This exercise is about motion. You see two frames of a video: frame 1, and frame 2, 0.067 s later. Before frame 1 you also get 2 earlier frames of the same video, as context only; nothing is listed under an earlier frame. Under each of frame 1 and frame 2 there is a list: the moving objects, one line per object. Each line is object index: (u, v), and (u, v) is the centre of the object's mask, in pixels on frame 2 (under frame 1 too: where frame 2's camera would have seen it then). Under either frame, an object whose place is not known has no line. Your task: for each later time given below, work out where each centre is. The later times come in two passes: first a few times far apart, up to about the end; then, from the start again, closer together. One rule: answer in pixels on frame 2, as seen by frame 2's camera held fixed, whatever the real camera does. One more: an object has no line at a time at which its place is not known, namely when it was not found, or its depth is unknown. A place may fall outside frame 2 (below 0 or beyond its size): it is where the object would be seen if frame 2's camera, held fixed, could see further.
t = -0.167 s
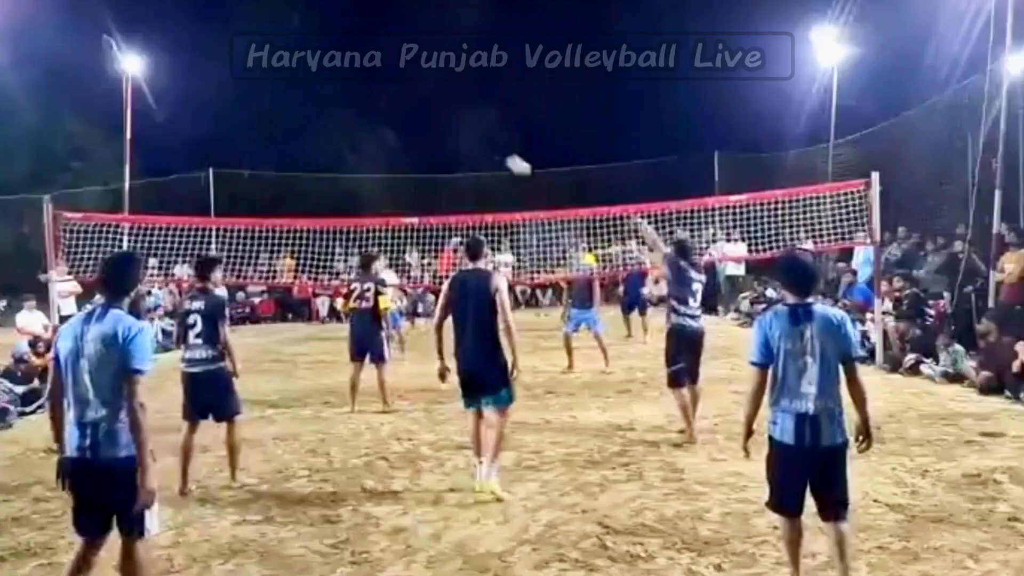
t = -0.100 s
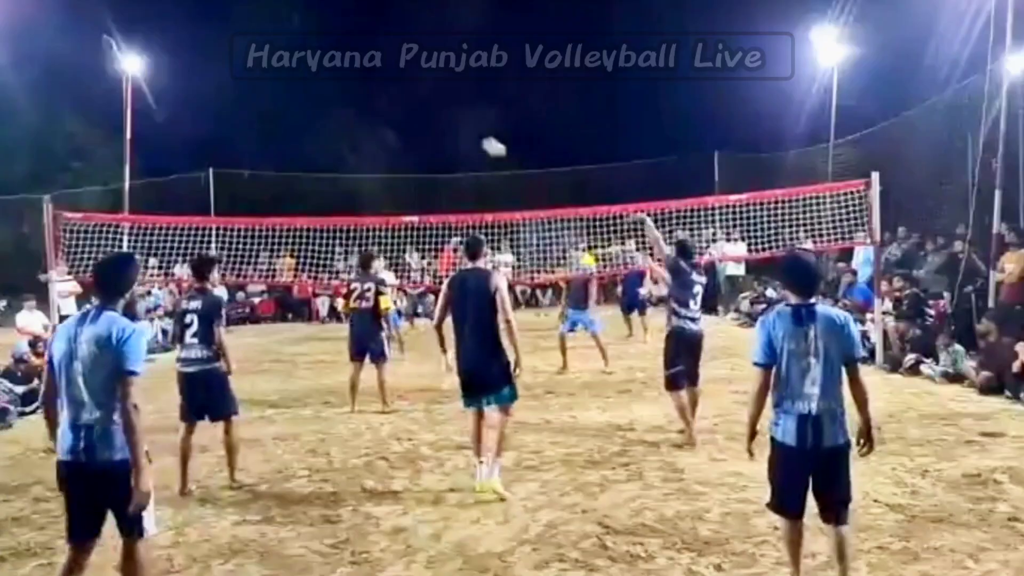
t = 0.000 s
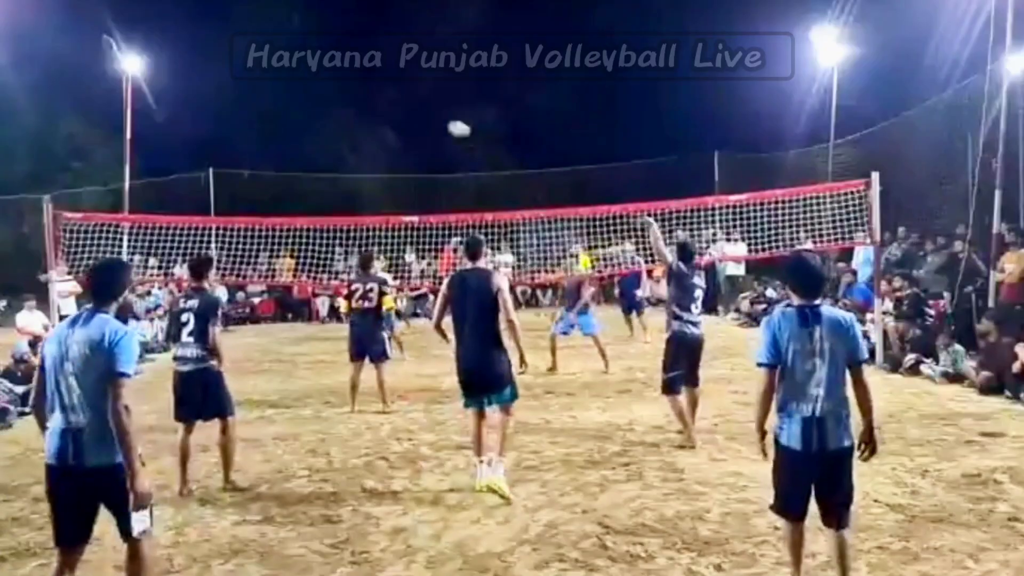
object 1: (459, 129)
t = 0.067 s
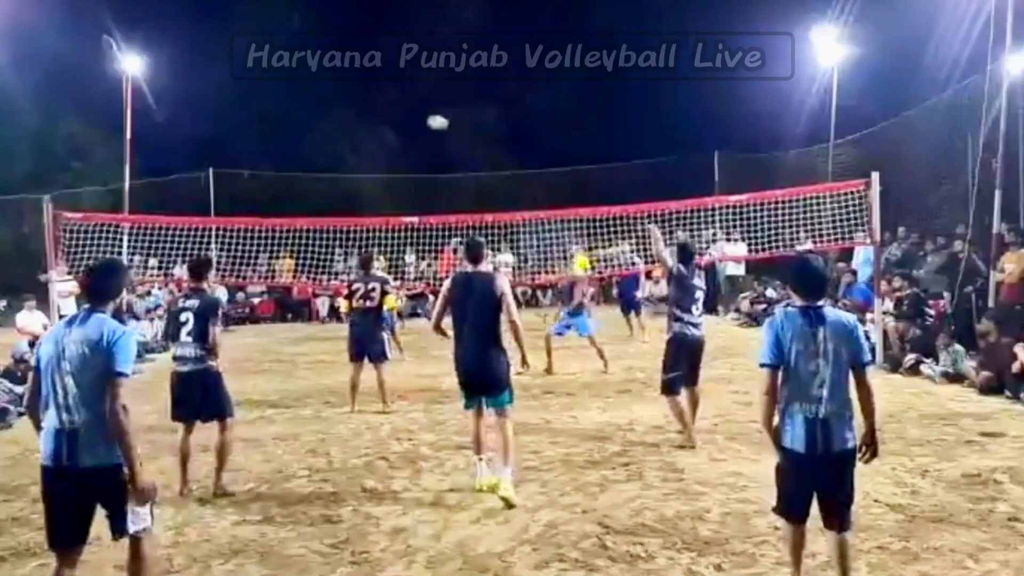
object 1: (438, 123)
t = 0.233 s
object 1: (391, 123)
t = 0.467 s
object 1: (340, 155)
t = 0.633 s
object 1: (315, 185)
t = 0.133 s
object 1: (418, 120)
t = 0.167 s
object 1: (409, 120)
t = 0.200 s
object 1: (400, 121)
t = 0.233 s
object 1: (391, 123)
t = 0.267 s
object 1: (383, 125)
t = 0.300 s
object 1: (376, 128)
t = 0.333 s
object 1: (368, 132)
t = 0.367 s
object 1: (360, 137)
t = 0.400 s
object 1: (353, 142)
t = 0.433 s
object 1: (347, 148)
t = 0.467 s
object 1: (340, 155)
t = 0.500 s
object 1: (334, 162)
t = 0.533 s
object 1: (327, 169)
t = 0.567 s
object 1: (321, 177)
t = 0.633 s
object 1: (315, 185)
